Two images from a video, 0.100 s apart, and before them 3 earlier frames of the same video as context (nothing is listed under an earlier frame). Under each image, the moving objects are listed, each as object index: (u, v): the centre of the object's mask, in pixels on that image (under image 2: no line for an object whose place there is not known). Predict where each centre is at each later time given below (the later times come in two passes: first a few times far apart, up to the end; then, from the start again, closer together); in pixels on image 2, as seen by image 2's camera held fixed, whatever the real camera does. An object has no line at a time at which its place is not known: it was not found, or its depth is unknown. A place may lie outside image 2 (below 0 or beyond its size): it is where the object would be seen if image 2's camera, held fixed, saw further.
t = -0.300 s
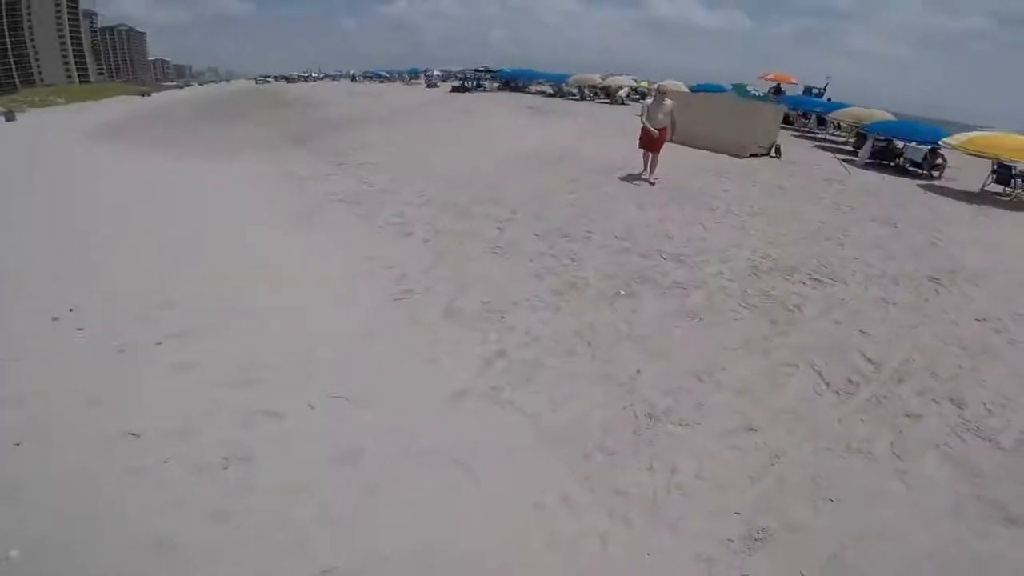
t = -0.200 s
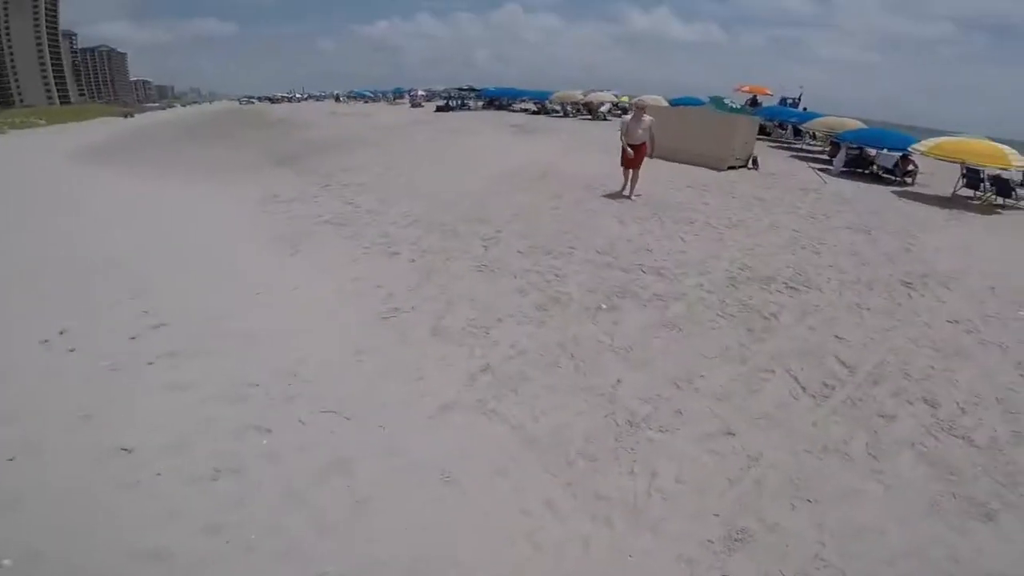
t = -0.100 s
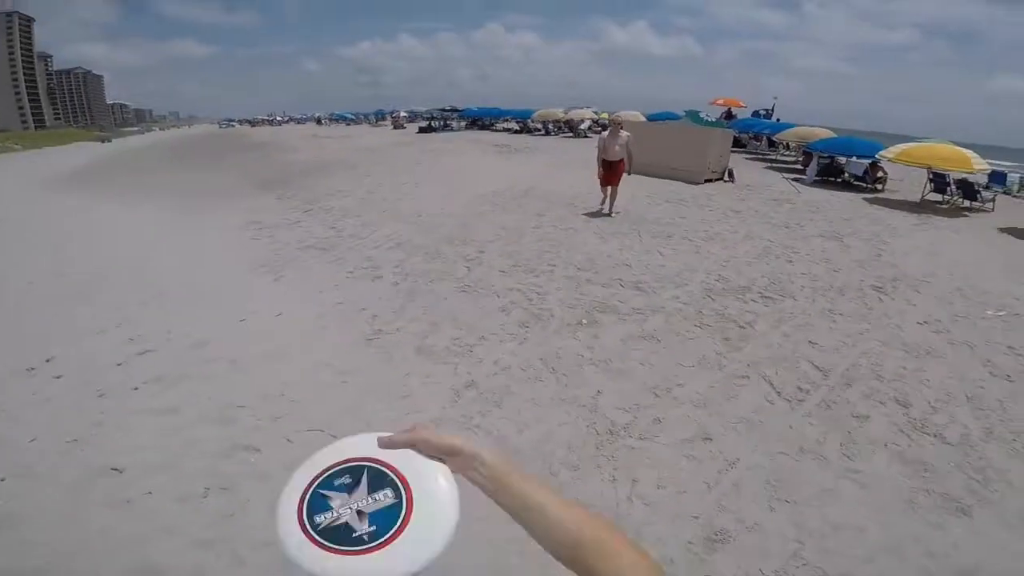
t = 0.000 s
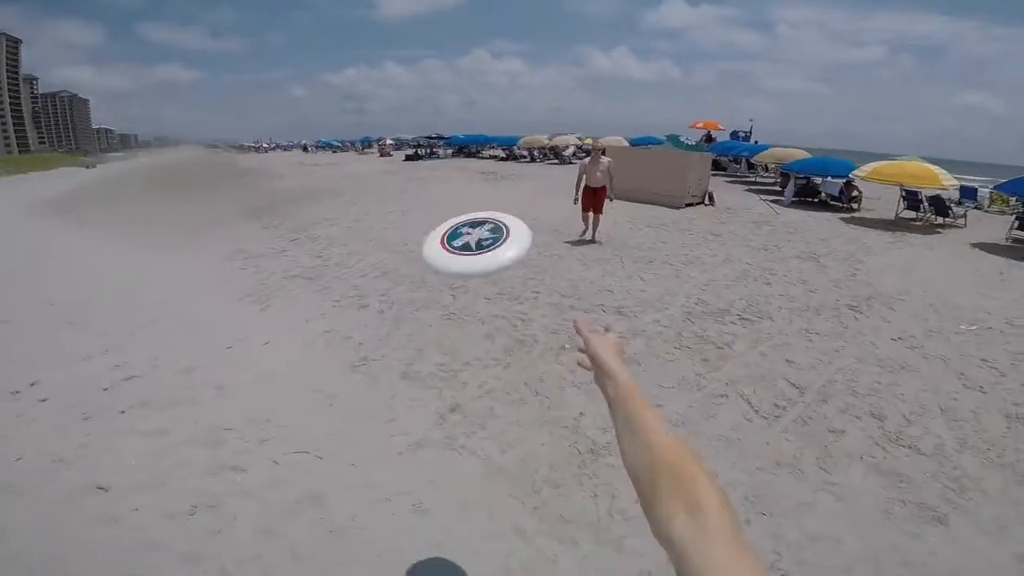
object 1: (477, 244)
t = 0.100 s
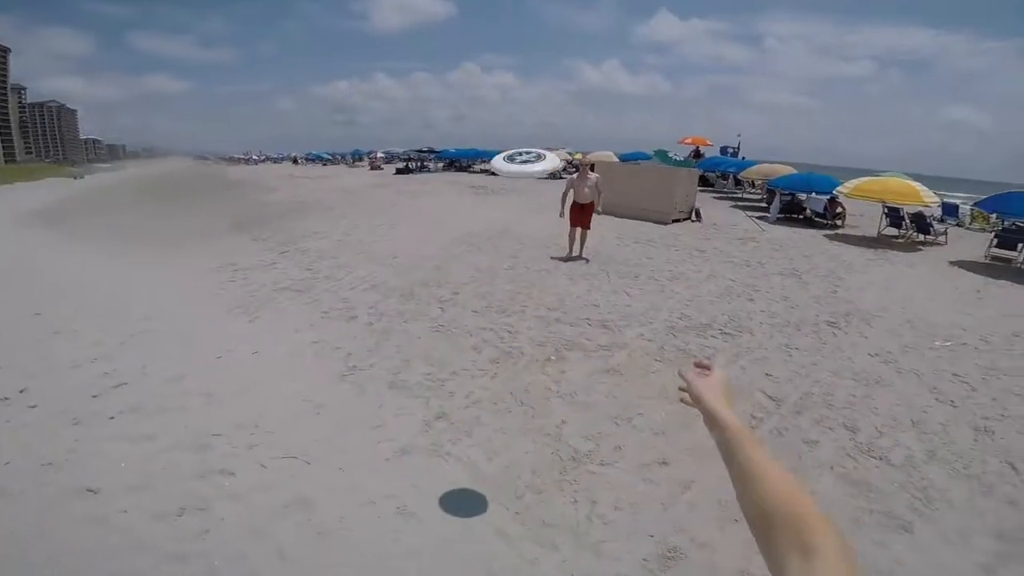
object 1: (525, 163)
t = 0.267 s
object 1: (564, 119)
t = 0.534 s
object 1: (586, 118)
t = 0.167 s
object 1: (545, 138)
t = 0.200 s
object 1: (549, 131)
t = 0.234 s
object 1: (558, 123)
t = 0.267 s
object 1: (564, 119)
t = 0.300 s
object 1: (567, 117)
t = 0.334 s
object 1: (572, 115)
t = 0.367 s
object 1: (574, 115)
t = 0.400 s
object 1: (579, 116)
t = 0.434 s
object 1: (582, 117)
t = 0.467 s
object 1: (583, 117)
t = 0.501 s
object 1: (585, 118)
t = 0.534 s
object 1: (586, 118)
